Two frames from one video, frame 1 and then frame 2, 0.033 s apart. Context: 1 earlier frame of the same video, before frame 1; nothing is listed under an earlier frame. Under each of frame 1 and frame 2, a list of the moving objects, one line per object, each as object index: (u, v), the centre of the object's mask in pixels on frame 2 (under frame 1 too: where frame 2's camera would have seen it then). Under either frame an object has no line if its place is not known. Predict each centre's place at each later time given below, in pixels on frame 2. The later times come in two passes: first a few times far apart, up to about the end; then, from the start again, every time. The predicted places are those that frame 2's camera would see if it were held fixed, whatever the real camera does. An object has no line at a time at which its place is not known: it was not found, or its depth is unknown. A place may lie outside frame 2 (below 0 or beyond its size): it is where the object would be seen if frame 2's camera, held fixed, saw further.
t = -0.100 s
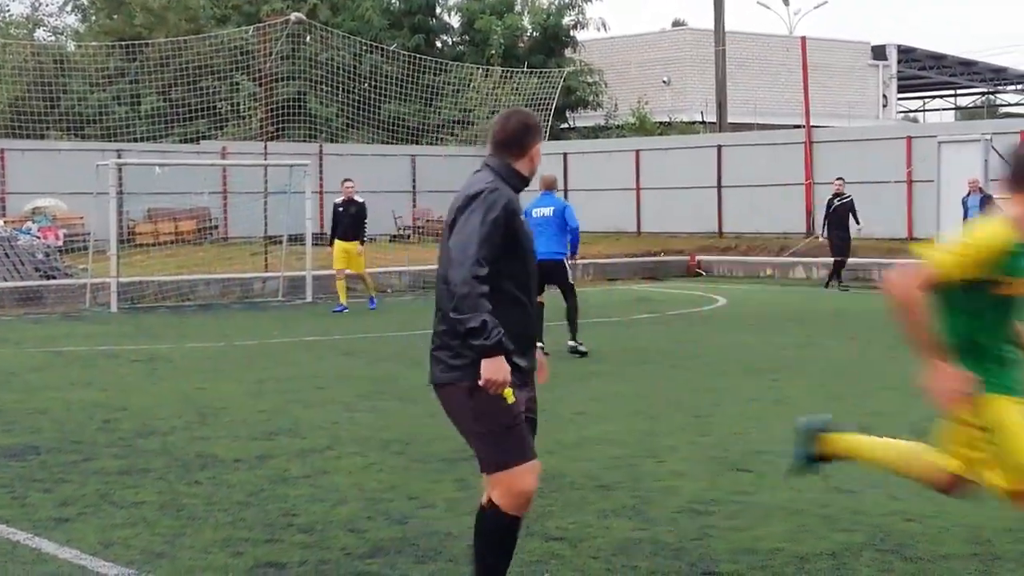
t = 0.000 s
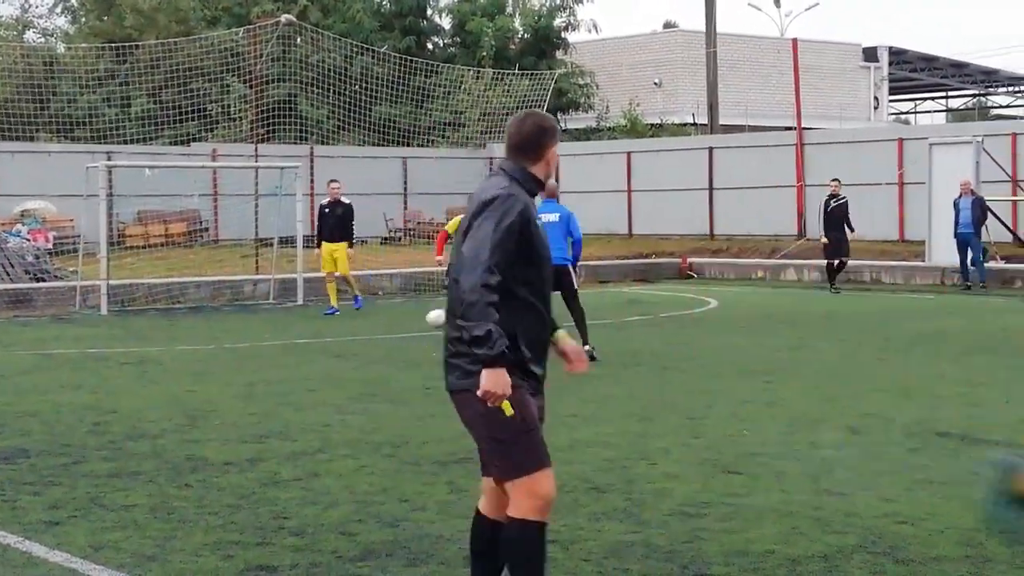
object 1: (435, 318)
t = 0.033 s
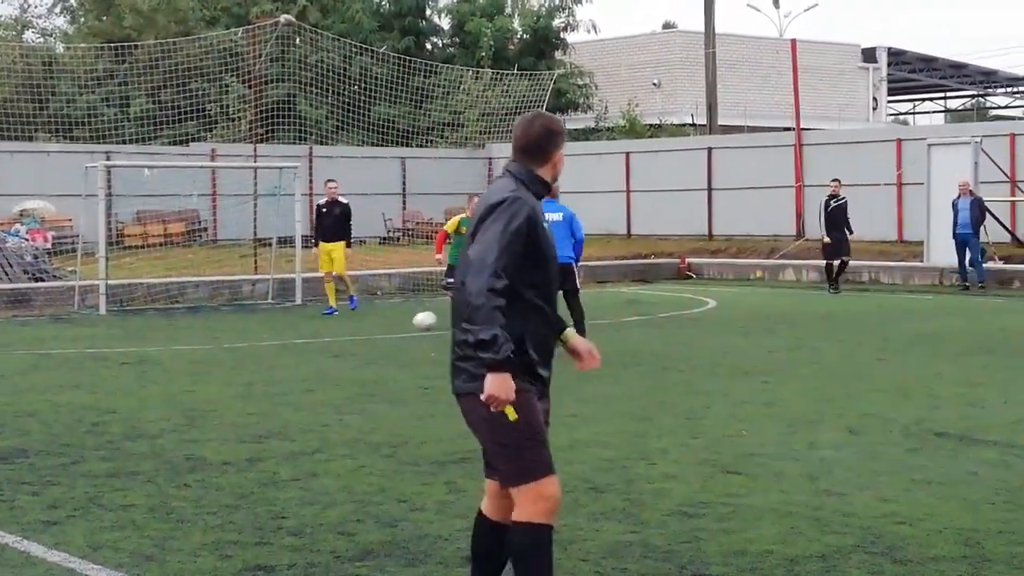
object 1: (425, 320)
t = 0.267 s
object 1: (341, 341)
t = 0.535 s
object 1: (247, 366)
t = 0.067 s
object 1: (412, 324)
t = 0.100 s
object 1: (400, 329)
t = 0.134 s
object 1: (389, 336)
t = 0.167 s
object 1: (377, 338)
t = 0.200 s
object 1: (365, 338)
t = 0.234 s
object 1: (353, 338)
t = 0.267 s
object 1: (341, 341)
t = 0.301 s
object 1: (328, 345)
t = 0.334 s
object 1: (316, 352)
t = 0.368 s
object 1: (305, 352)
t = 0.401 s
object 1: (294, 353)
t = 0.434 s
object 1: (282, 354)
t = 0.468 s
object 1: (270, 356)
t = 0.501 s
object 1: (259, 361)
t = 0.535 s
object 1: (247, 366)
